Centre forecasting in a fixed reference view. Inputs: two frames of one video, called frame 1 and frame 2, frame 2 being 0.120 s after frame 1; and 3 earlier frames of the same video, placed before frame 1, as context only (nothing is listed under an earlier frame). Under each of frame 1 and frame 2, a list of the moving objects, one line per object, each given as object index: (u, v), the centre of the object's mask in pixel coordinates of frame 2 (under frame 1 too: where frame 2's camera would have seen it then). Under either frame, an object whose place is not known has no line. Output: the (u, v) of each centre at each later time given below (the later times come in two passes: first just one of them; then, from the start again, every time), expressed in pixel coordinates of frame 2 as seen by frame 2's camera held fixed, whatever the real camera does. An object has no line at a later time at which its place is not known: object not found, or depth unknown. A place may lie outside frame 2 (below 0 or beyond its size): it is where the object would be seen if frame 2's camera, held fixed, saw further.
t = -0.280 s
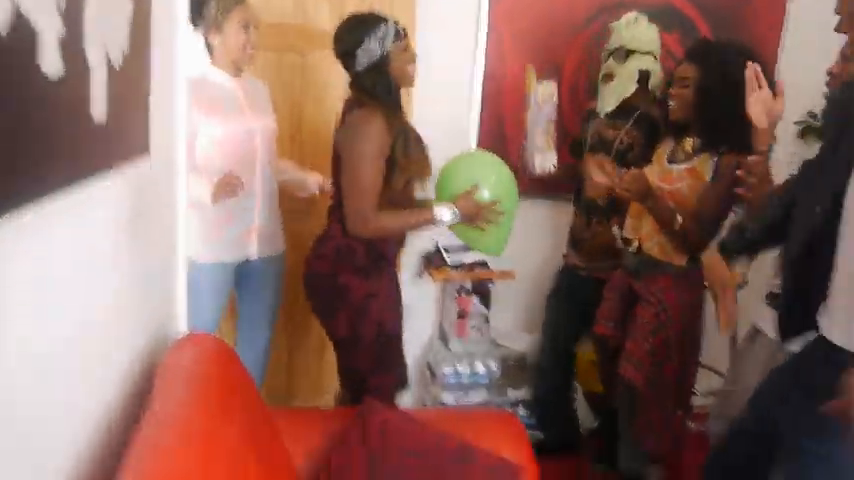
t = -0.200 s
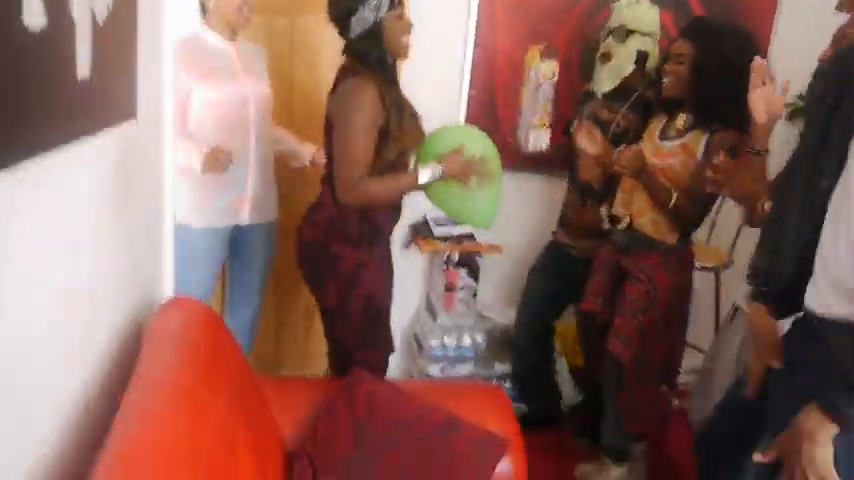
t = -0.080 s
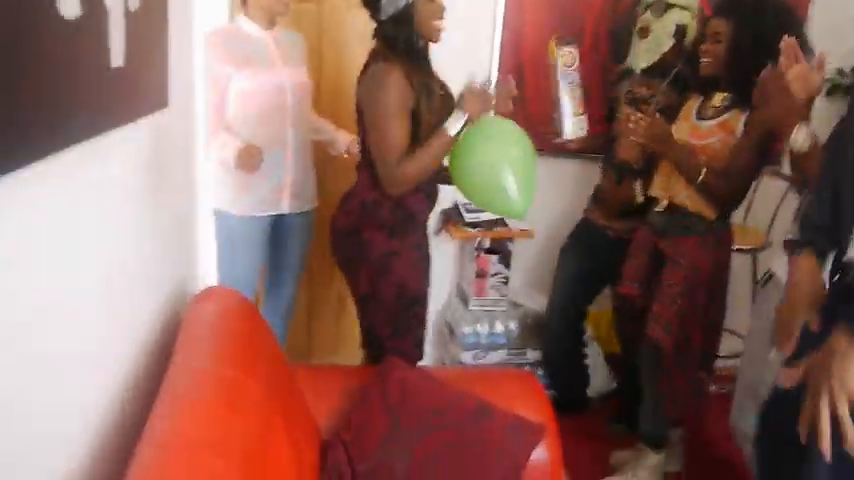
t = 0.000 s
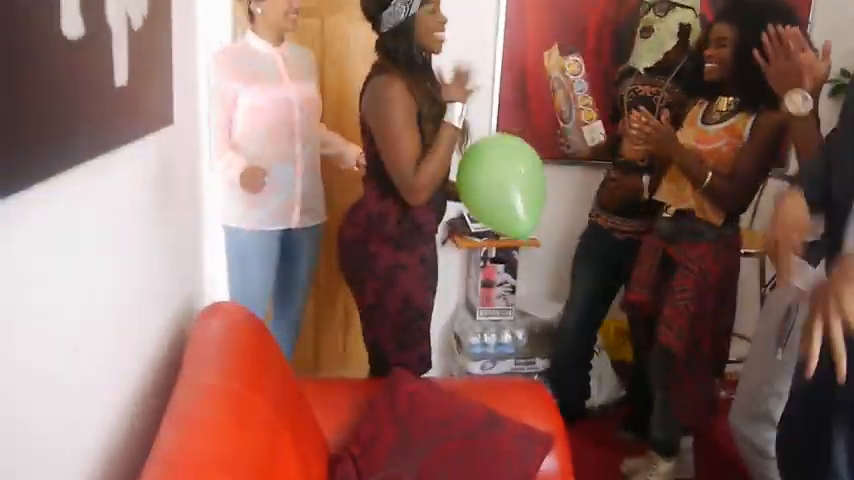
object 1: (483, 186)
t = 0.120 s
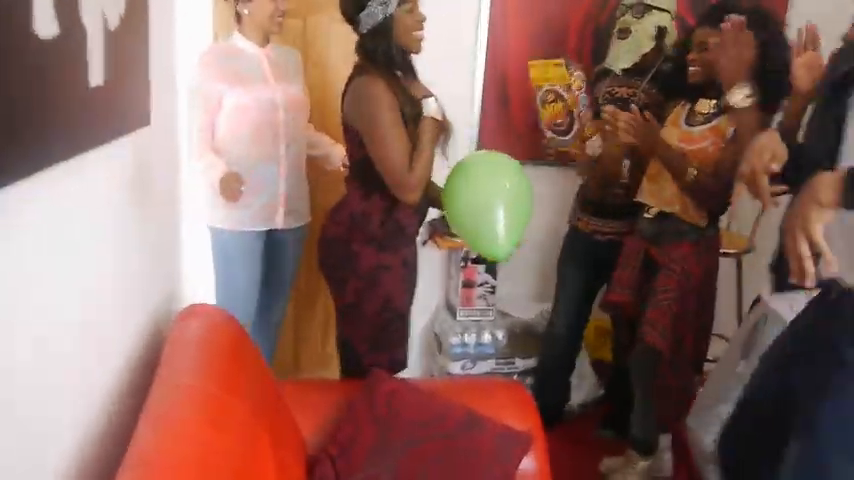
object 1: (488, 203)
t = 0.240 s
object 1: (482, 211)
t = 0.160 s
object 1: (486, 205)
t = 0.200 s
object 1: (484, 207)
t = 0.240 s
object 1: (482, 211)
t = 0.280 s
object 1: (480, 214)
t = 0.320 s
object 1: (477, 216)
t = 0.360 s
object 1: (475, 218)
